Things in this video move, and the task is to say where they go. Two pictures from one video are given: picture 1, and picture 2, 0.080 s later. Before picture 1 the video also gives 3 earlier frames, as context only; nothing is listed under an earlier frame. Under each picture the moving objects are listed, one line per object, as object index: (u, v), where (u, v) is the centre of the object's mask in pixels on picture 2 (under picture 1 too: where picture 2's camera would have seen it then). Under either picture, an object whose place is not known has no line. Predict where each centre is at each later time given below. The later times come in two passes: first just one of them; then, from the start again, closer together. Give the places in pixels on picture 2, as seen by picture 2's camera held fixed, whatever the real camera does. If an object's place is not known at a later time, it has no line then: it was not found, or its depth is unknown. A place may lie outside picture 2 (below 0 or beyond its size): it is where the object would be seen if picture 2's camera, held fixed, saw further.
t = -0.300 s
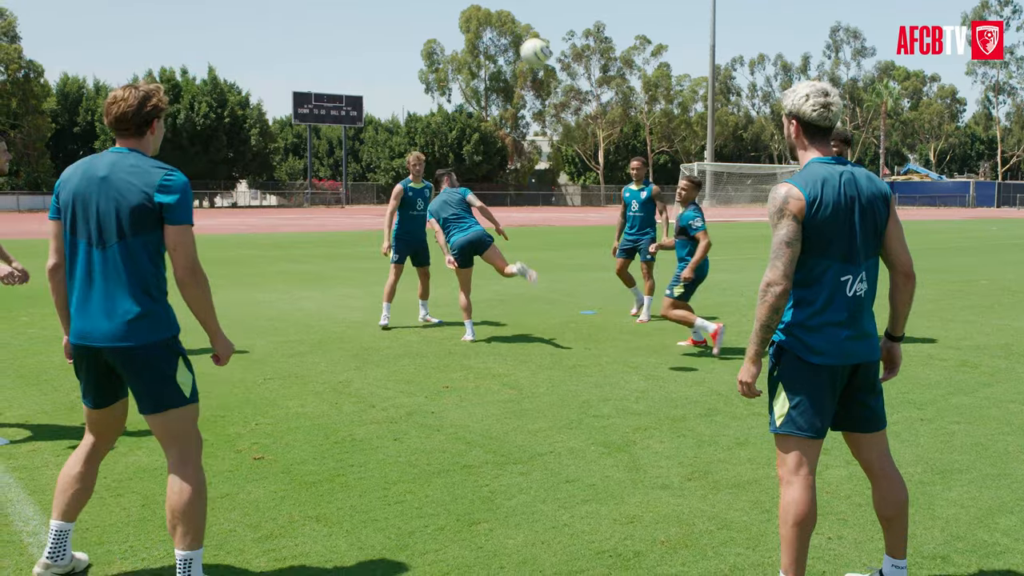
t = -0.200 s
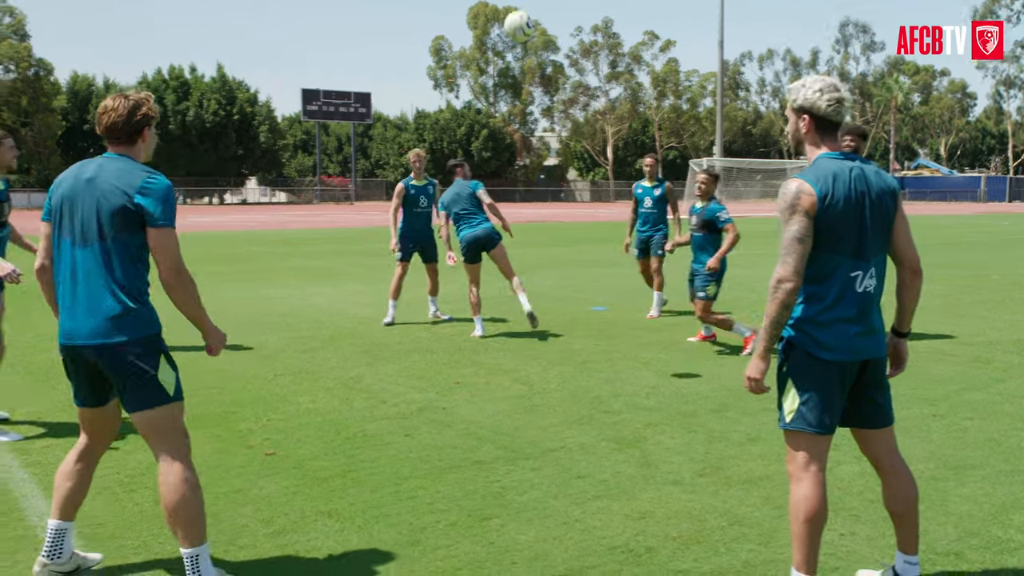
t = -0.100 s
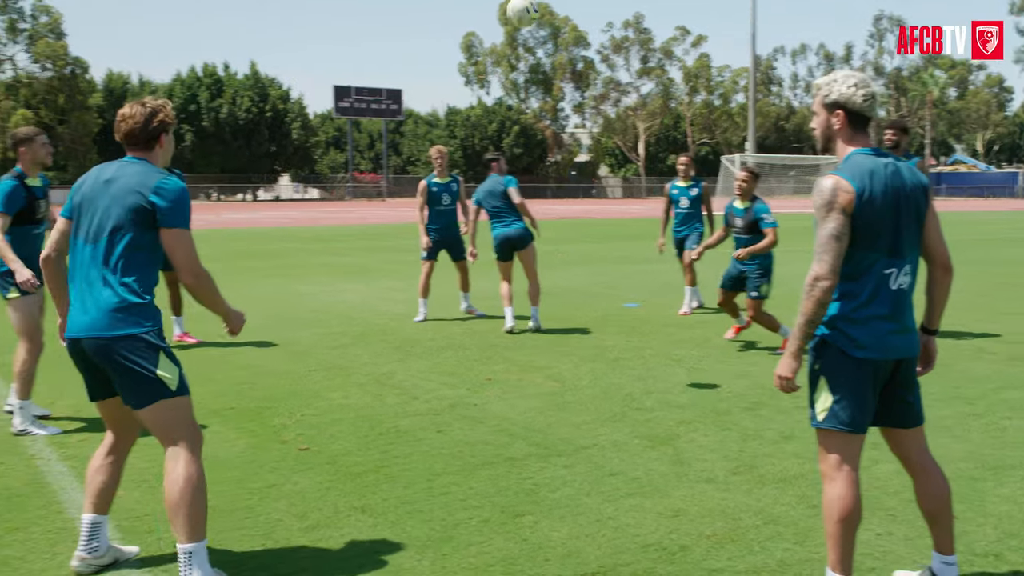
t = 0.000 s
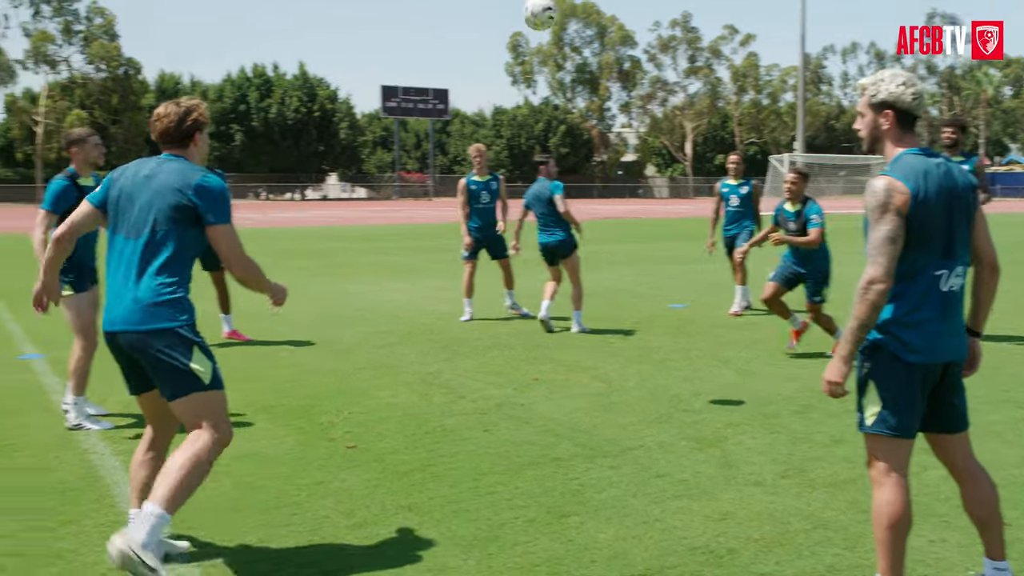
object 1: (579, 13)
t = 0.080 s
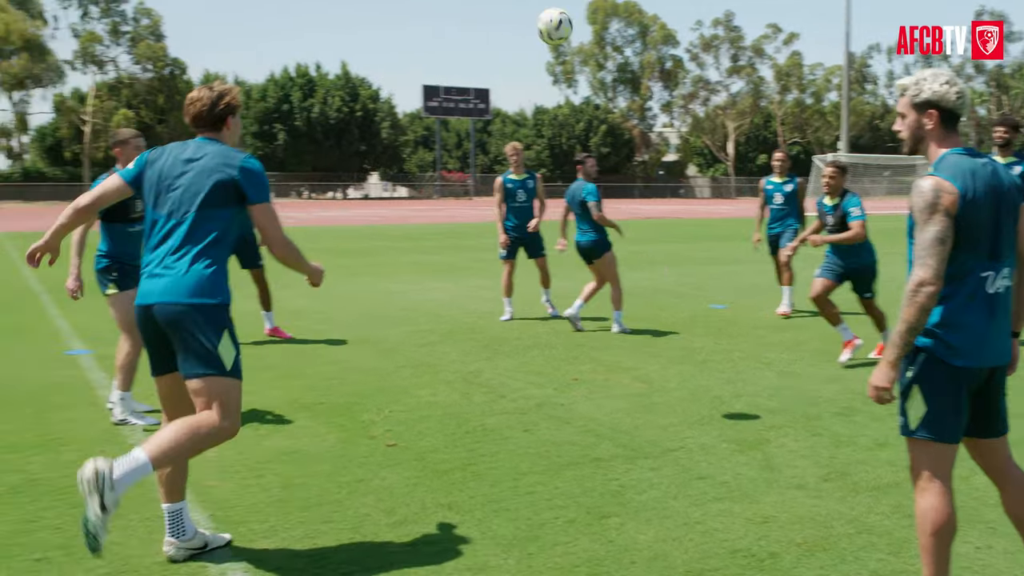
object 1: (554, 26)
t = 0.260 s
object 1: (483, 103)
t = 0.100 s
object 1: (547, 31)
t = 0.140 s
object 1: (533, 44)
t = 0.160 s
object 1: (526, 52)
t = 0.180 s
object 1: (518, 61)
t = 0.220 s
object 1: (502, 83)
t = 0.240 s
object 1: (492, 95)
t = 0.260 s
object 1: (483, 103)
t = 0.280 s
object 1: (475, 120)
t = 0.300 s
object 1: (465, 133)
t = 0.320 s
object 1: (454, 153)
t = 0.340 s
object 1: (443, 170)
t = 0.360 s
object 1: (432, 186)
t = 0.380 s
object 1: (420, 207)
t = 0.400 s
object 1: (407, 231)
